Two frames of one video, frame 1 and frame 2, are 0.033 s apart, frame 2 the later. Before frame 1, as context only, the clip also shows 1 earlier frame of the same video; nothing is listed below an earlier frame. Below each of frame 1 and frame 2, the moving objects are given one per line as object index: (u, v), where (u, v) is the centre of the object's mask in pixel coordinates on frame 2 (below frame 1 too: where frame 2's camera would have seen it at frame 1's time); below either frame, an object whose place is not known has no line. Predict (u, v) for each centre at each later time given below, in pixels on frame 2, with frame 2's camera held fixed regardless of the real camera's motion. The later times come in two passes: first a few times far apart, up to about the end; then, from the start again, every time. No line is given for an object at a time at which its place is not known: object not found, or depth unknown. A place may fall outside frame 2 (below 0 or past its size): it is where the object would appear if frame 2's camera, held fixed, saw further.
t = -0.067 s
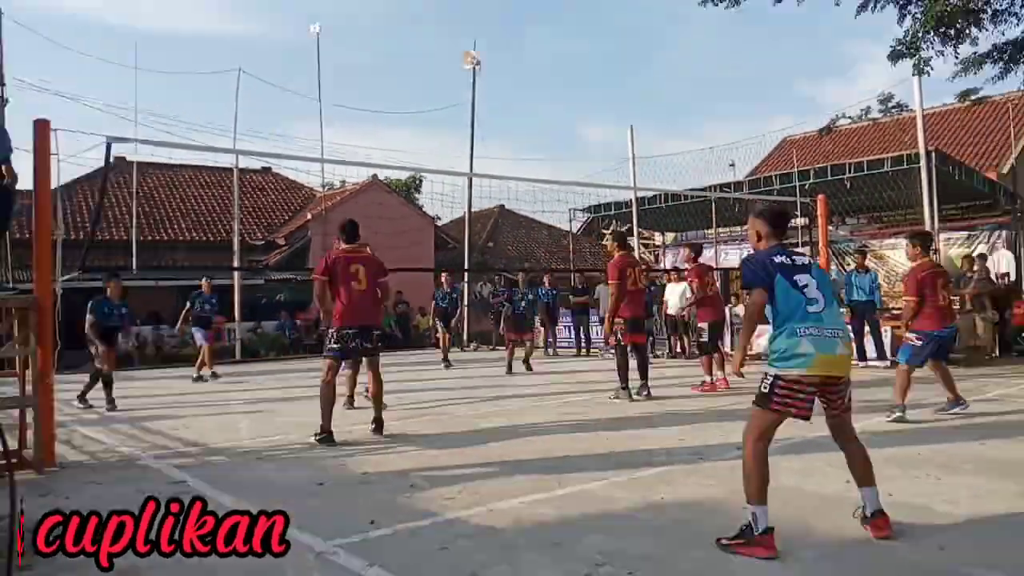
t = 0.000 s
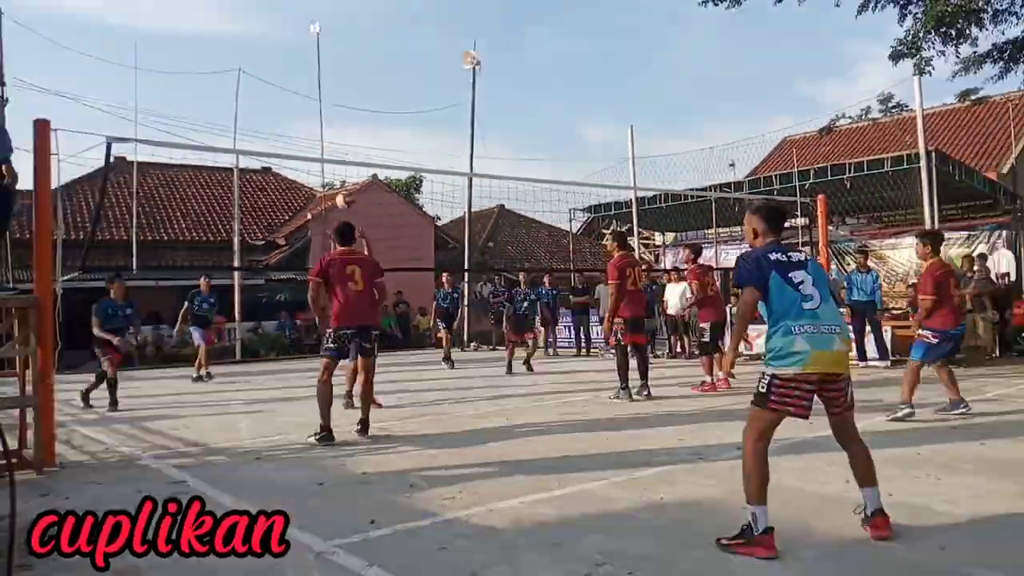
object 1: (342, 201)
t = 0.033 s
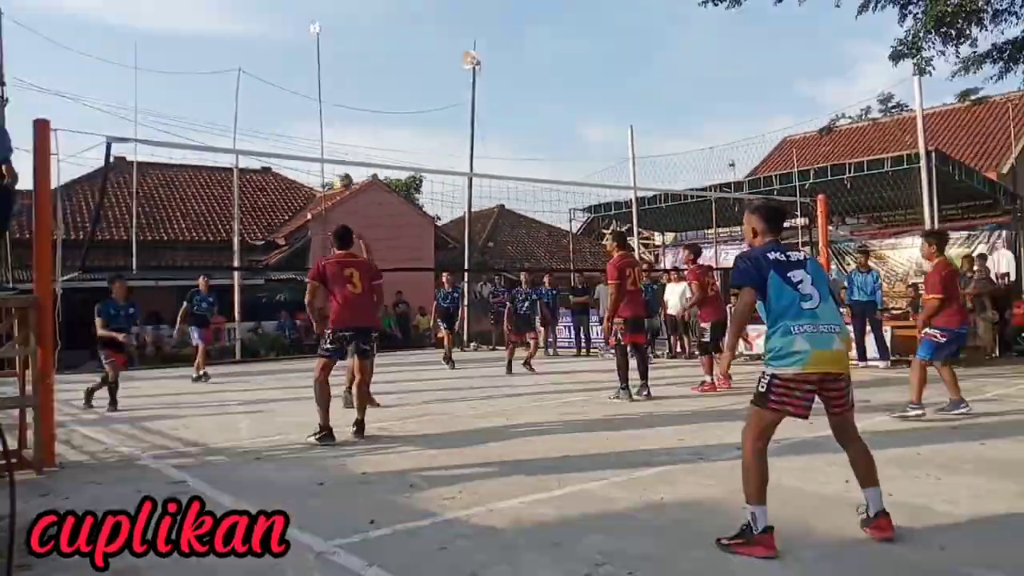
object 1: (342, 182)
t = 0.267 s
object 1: (330, 79)
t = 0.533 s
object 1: (318, 17)
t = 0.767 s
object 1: (306, 15)
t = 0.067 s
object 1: (342, 164)
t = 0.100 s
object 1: (340, 148)
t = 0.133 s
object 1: (338, 132)
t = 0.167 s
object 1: (336, 117)
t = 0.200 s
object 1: (334, 104)
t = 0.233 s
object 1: (332, 91)
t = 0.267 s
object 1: (330, 79)
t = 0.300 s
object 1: (329, 68)
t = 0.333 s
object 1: (327, 58)
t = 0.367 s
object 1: (326, 48)
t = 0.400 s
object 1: (324, 40)
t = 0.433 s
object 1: (322, 33)
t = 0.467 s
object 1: (321, 27)
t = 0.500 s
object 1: (319, 22)
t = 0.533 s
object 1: (318, 17)
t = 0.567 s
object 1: (316, 14)
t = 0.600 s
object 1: (314, 11)
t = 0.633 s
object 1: (313, 11)
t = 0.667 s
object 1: (311, 10)
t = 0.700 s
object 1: (309, 10)
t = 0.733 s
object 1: (308, 12)
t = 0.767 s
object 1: (306, 15)
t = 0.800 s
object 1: (305, 19)
